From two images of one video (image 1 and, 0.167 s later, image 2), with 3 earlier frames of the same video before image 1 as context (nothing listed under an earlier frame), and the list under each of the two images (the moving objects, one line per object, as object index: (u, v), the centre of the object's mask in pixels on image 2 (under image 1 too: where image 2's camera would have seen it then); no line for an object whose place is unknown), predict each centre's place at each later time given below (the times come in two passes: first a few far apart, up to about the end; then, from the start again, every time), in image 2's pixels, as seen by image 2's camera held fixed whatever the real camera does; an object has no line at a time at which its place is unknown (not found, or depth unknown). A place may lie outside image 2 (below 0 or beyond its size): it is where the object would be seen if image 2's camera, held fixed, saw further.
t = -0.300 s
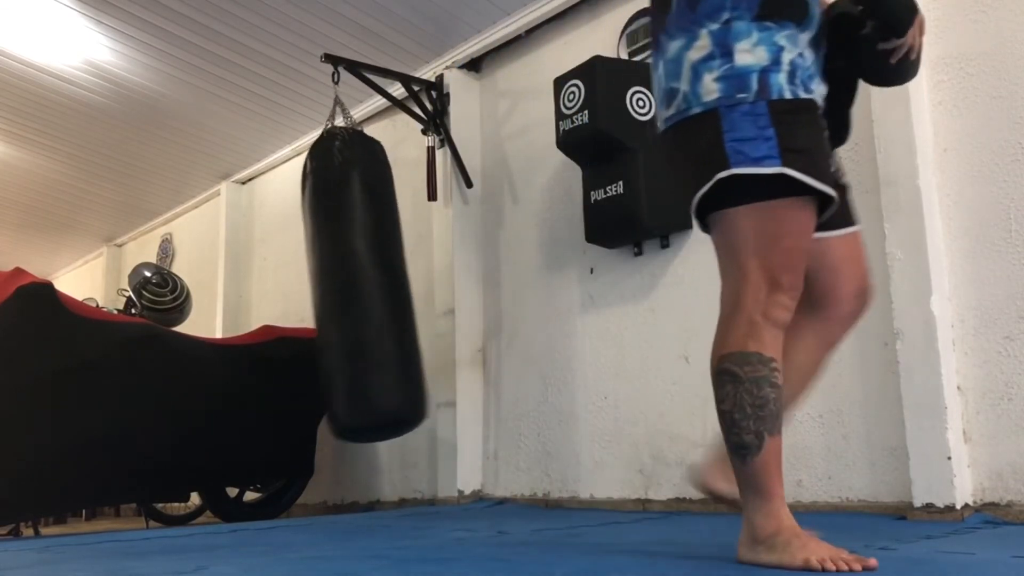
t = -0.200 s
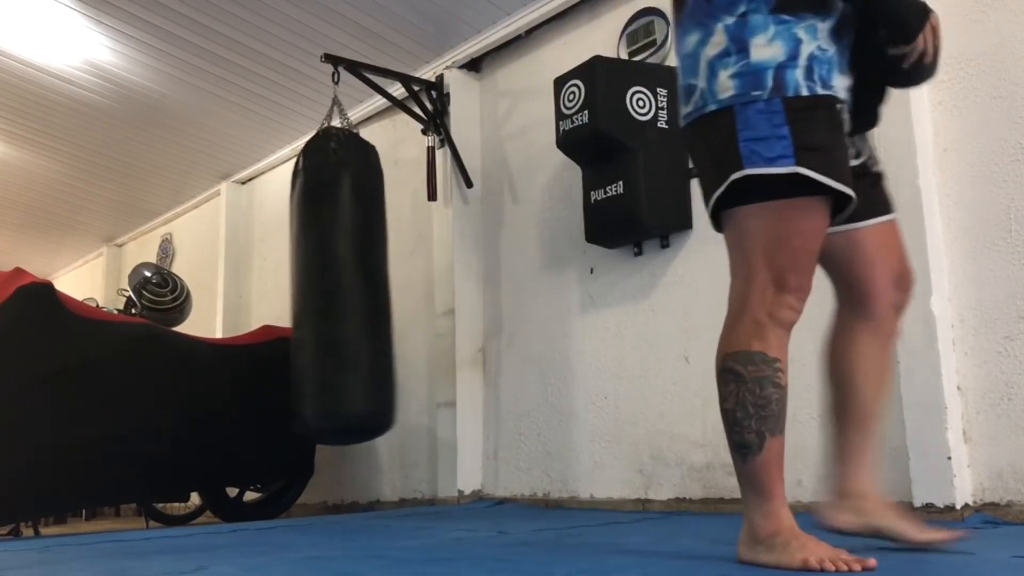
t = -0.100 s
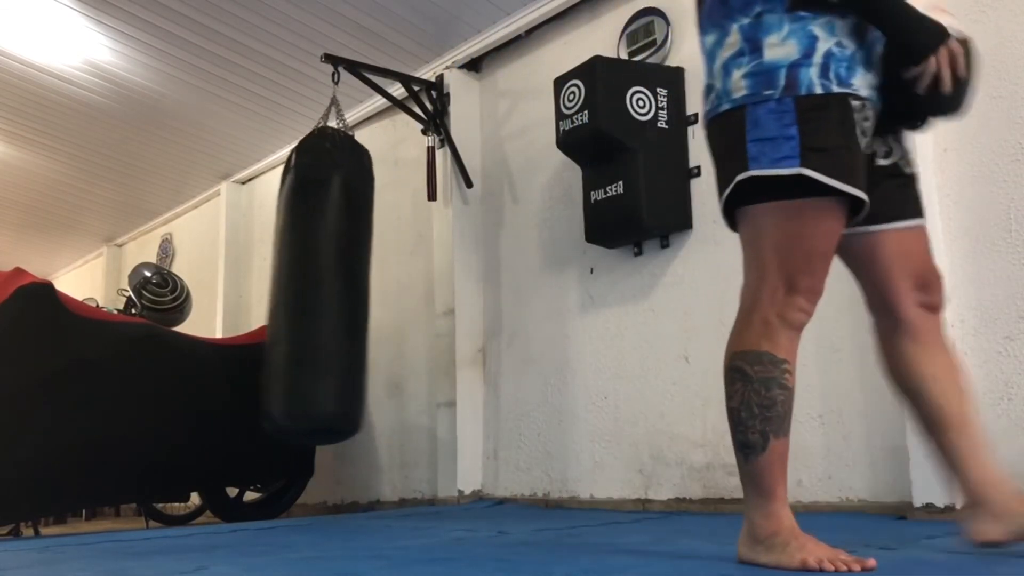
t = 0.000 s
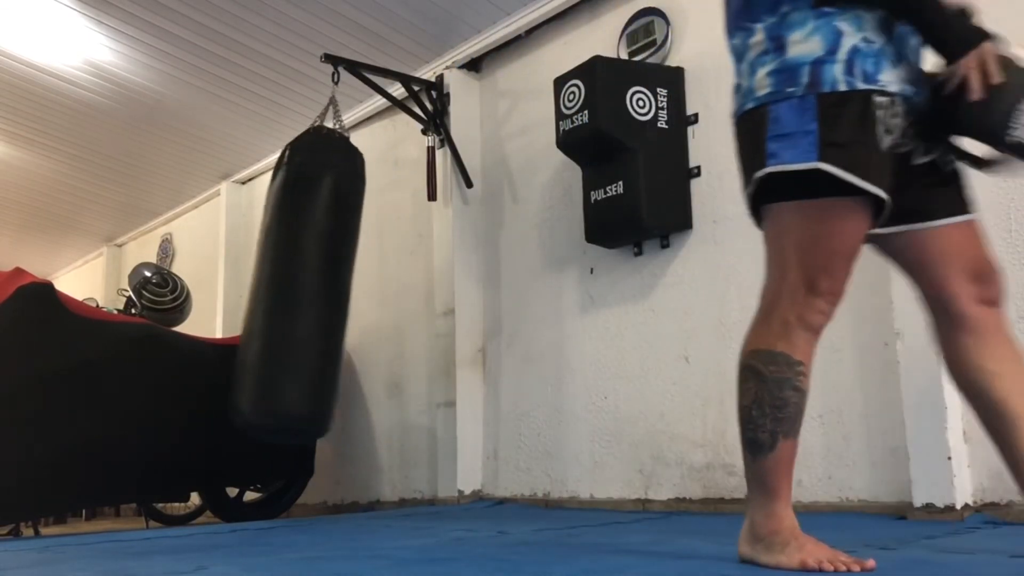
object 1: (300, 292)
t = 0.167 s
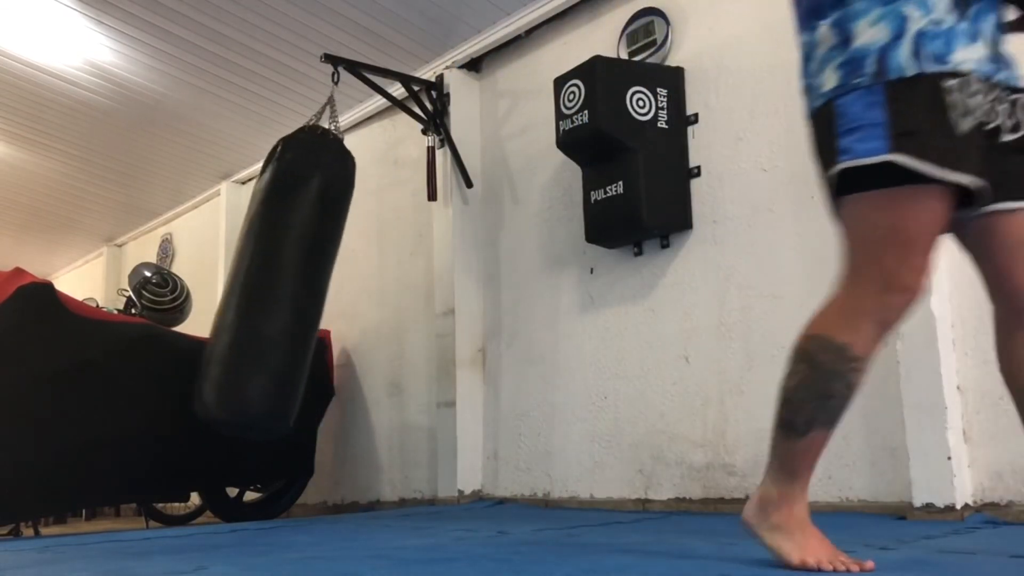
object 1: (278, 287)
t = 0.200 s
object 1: (274, 287)
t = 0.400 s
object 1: (269, 285)
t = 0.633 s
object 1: (292, 289)
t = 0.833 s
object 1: (328, 292)
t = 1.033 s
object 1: (367, 289)
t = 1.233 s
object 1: (395, 282)
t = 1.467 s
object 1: (402, 280)
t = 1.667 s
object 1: (383, 286)
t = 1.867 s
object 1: (347, 291)
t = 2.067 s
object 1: (307, 291)
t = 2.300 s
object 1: (275, 286)
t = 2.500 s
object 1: (271, 284)
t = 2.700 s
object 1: (288, 290)
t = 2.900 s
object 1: (323, 292)
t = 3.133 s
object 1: (368, 288)
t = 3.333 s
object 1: (394, 281)
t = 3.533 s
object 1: (401, 279)
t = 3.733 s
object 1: (385, 283)
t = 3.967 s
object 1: (345, 290)
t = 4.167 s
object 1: (307, 291)
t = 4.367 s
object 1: (280, 286)
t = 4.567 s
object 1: (273, 285)
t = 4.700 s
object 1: (281, 287)
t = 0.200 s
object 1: (274, 287)
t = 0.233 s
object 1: (272, 286)
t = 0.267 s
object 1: (270, 285)
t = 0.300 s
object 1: (269, 284)
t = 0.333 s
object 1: (269, 284)
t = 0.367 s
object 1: (269, 285)
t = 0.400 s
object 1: (269, 285)
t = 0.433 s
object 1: (271, 285)
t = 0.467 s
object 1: (273, 285)
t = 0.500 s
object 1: (275, 287)
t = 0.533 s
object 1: (279, 287)
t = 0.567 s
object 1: (283, 288)
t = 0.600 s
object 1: (287, 289)
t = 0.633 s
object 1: (292, 289)
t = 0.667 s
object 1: (297, 289)
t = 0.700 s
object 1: (303, 290)
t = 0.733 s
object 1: (309, 291)
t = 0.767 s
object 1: (315, 292)
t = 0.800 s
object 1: (322, 292)
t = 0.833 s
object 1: (328, 292)
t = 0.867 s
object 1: (335, 292)
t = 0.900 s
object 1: (342, 292)
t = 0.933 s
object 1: (348, 292)
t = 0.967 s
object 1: (355, 291)
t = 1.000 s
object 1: (361, 290)
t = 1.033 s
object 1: (367, 289)
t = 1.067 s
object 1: (373, 288)
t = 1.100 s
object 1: (379, 287)
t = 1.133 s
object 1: (383, 286)
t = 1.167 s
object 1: (388, 284)
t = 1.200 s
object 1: (392, 283)
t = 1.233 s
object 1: (395, 282)
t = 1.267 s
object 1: (398, 281)
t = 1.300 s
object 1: (400, 281)
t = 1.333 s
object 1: (402, 280)
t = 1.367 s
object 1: (403, 280)
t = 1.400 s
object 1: (403, 280)
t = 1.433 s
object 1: (402, 280)
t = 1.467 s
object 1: (402, 280)
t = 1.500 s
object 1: (400, 281)
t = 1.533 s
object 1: (398, 281)
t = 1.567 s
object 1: (395, 282)
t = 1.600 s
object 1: (391, 283)
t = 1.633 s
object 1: (387, 284)
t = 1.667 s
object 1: (383, 286)
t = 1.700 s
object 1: (378, 287)
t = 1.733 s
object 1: (372, 288)
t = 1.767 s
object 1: (366, 289)
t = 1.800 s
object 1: (361, 290)
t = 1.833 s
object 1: (354, 290)
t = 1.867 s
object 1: (347, 291)
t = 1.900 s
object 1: (340, 292)
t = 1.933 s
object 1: (333, 292)
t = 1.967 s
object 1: (327, 291)
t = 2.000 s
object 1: (320, 291)
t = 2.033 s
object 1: (313, 291)
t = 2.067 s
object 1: (307, 291)
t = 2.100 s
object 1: (301, 289)
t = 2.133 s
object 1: (296, 290)
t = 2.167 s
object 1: (291, 288)
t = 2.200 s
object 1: (286, 288)
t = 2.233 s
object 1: (282, 288)
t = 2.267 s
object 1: (279, 285)
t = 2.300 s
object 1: (275, 286)
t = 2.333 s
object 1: (273, 285)
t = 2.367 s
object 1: (272, 285)
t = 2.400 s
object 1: (271, 284)
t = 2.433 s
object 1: (270, 284)
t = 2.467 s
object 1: (270, 284)
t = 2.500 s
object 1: (271, 284)
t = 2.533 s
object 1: (273, 284)
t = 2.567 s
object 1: (275, 285)
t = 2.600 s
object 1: (277, 286)
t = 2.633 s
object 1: (280, 287)
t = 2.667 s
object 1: (284, 289)
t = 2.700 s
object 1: (288, 290)
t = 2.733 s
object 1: (293, 290)
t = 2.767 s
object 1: (298, 290)
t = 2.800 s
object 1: (304, 291)
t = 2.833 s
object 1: (310, 291)
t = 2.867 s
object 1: (316, 292)
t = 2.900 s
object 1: (323, 292)
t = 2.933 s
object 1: (329, 292)
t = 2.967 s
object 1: (336, 290)
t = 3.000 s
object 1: (343, 291)
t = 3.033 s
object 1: (349, 290)
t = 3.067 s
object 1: (355, 290)
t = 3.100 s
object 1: (362, 289)
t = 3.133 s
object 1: (368, 288)
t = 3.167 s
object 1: (373, 287)
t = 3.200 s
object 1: (379, 285)
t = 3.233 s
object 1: (383, 284)
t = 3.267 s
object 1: (387, 283)
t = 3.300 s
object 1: (391, 282)
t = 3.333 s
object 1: (394, 281)
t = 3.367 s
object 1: (397, 280)
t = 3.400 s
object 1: (399, 280)
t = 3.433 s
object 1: (401, 279)
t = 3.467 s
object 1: (401, 279)
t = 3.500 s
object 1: (402, 279)
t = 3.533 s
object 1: (401, 279)
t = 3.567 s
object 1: (400, 279)
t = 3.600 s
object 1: (398, 279)
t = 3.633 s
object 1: (396, 280)
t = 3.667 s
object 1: (393, 281)
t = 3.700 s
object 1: (390, 282)
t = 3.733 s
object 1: (385, 283)
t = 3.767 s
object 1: (381, 284)
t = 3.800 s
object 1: (376, 285)
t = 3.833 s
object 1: (371, 286)
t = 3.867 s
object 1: (365, 287)
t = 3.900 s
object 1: (359, 287)
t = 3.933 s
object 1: (352, 289)
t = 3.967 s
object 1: (345, 290)
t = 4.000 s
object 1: (338, 291)
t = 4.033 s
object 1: (332, 292)
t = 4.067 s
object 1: (326, 291)
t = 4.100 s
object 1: (319, 291)
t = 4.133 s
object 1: (313, 292)
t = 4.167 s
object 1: (307, 291)
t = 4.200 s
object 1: (301, 291)
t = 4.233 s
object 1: (297, 289)
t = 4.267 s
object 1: (292, 290)
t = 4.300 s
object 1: (287, 291)
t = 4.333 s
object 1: (283, 288)
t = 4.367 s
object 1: (280, 286)
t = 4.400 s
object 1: (277, 286)
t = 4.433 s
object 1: (275, 285)
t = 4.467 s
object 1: (274, 285)
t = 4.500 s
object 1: (273, 285)
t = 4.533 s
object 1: (273, 285)
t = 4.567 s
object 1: (273, 285)
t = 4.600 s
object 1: (274, 285)
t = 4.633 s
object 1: (276, 285)
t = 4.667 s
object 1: (278, 286)
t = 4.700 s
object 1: (281, 287)
